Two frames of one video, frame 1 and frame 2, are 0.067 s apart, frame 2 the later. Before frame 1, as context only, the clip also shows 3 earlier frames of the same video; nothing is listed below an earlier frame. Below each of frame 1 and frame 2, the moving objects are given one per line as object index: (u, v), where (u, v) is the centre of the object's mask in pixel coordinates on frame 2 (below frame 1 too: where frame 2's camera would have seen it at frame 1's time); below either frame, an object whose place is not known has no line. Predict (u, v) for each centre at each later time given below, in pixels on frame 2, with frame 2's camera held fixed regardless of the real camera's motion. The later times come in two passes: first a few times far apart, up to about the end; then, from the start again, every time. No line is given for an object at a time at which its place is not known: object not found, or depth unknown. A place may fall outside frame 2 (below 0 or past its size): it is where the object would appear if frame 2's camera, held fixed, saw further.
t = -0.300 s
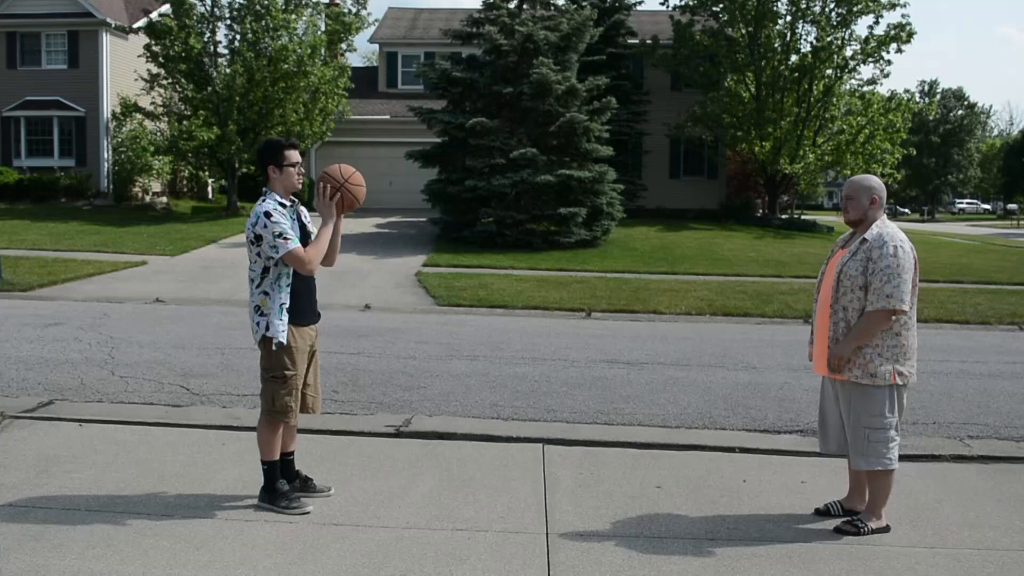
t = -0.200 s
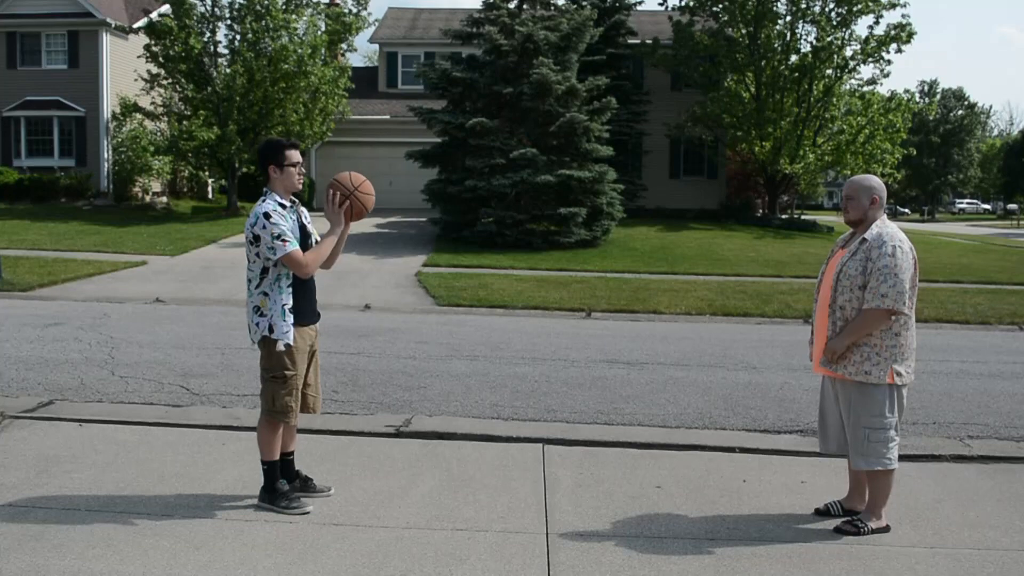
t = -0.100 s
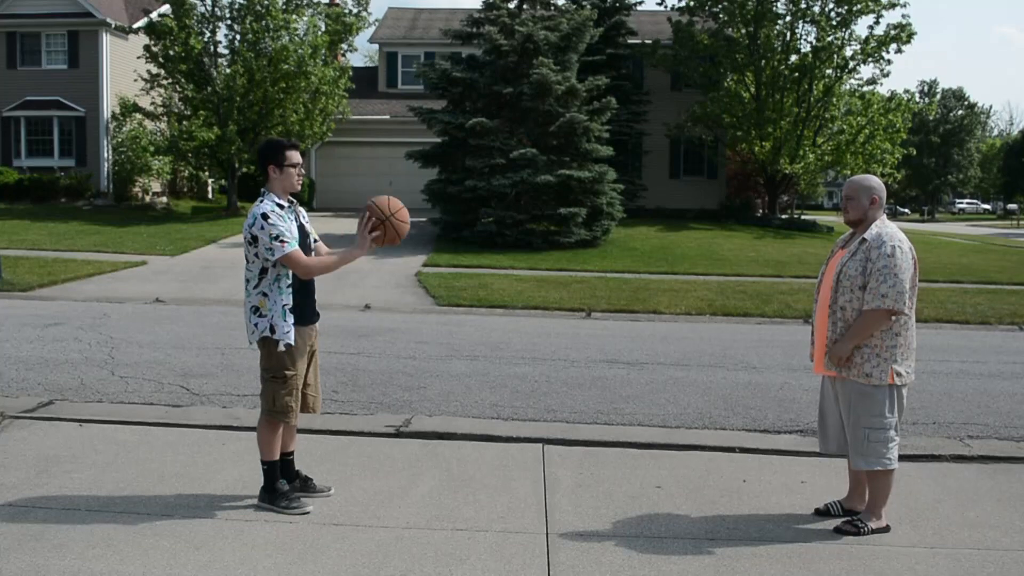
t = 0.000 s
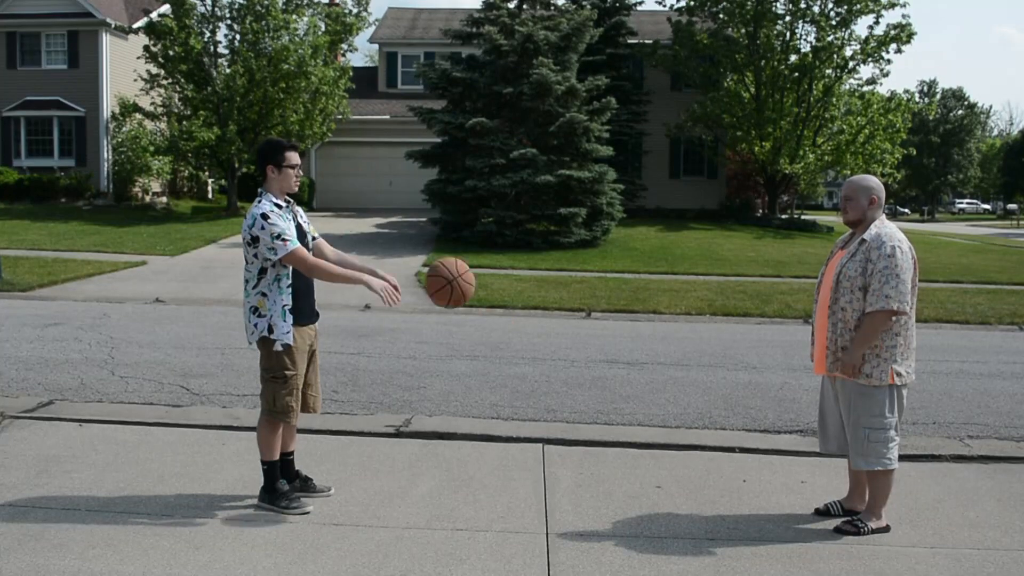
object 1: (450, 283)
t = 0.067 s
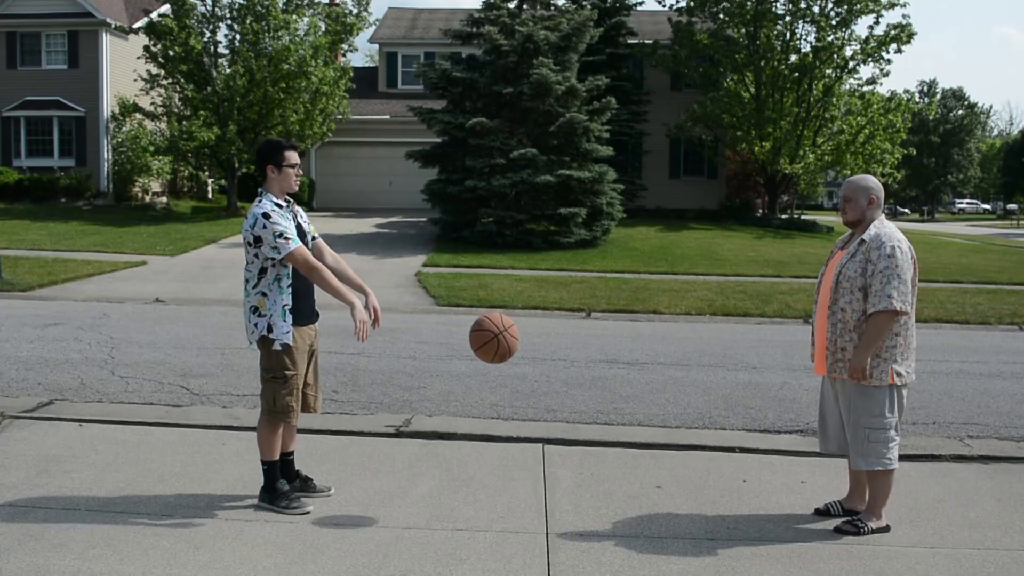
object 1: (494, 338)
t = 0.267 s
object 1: (613, 462)
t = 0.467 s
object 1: (694, 316)
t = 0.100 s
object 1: (516, 369)
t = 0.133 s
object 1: (538, 402)
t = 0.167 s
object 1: (560, 438)
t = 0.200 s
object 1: (582, 476)
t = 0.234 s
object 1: (599, 493)
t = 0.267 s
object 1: (613, 462)
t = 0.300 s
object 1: (626, 432)
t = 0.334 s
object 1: (639, 405)
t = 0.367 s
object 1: (653, 380)
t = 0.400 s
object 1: (666, 357)
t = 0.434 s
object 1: (680, 335)
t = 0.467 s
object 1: (694, 316)
